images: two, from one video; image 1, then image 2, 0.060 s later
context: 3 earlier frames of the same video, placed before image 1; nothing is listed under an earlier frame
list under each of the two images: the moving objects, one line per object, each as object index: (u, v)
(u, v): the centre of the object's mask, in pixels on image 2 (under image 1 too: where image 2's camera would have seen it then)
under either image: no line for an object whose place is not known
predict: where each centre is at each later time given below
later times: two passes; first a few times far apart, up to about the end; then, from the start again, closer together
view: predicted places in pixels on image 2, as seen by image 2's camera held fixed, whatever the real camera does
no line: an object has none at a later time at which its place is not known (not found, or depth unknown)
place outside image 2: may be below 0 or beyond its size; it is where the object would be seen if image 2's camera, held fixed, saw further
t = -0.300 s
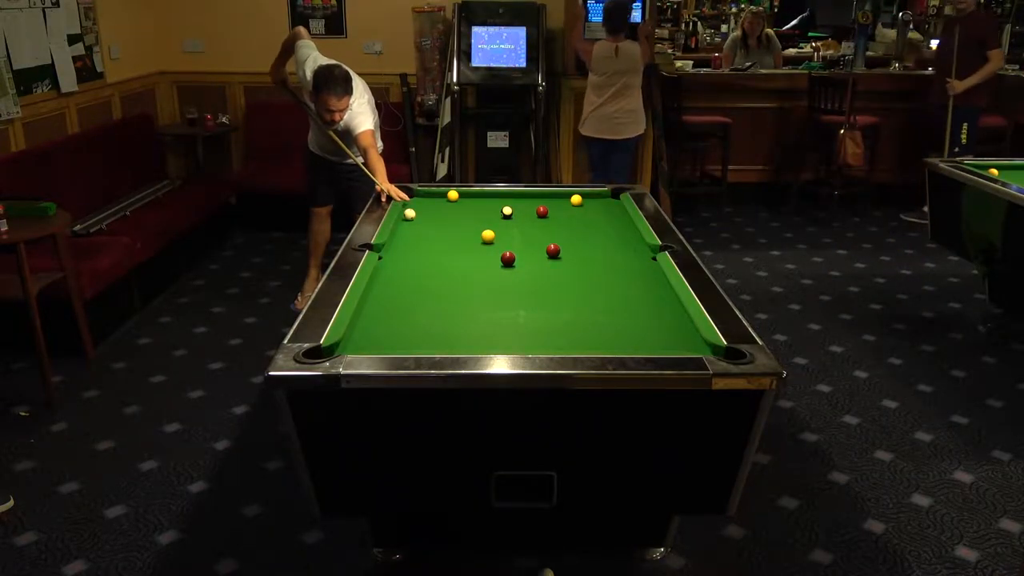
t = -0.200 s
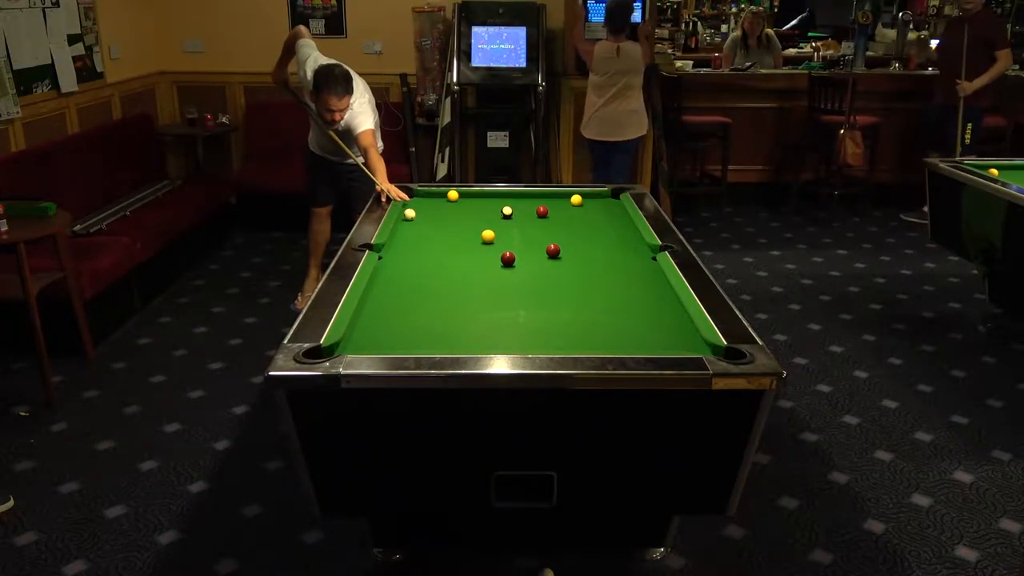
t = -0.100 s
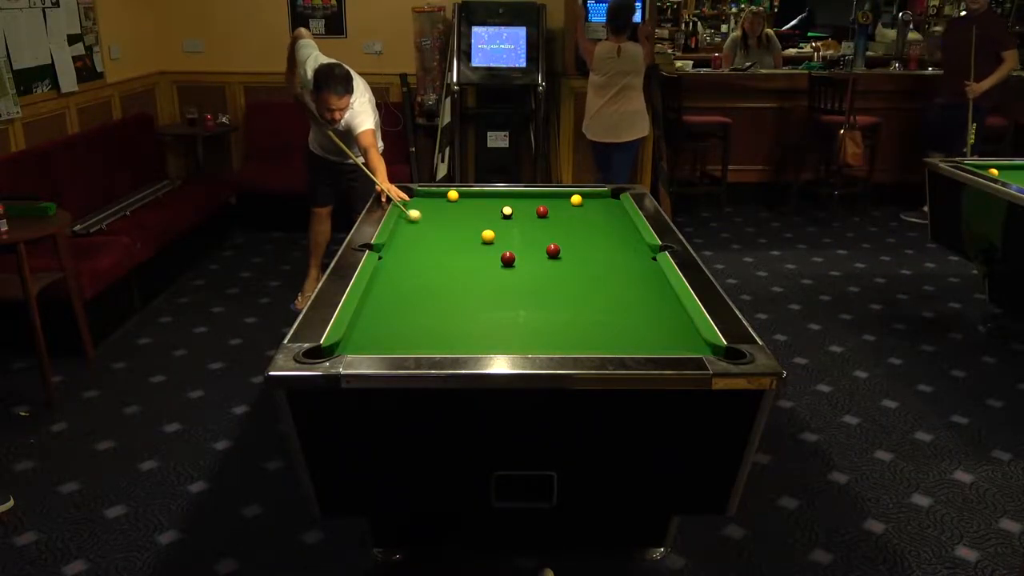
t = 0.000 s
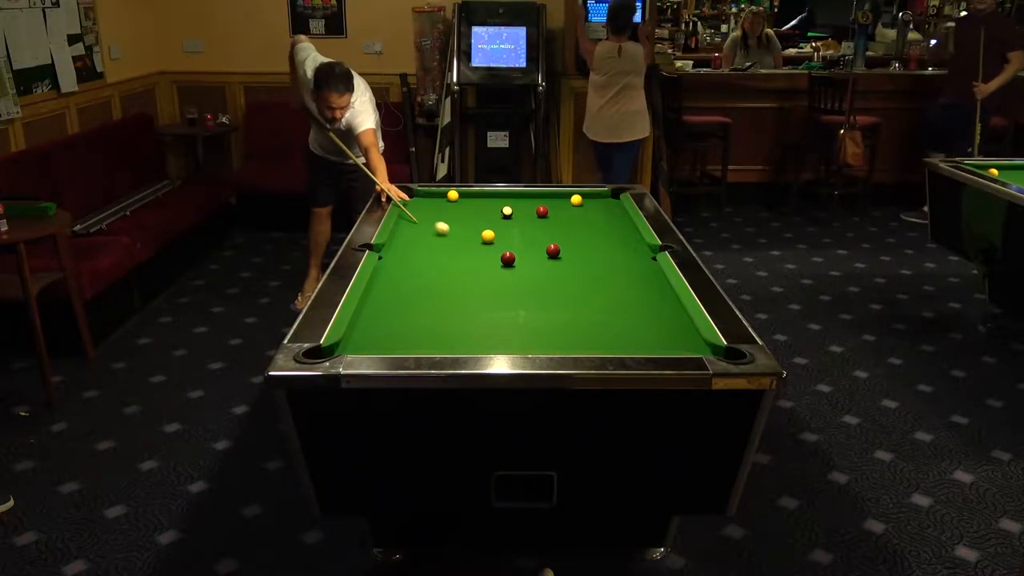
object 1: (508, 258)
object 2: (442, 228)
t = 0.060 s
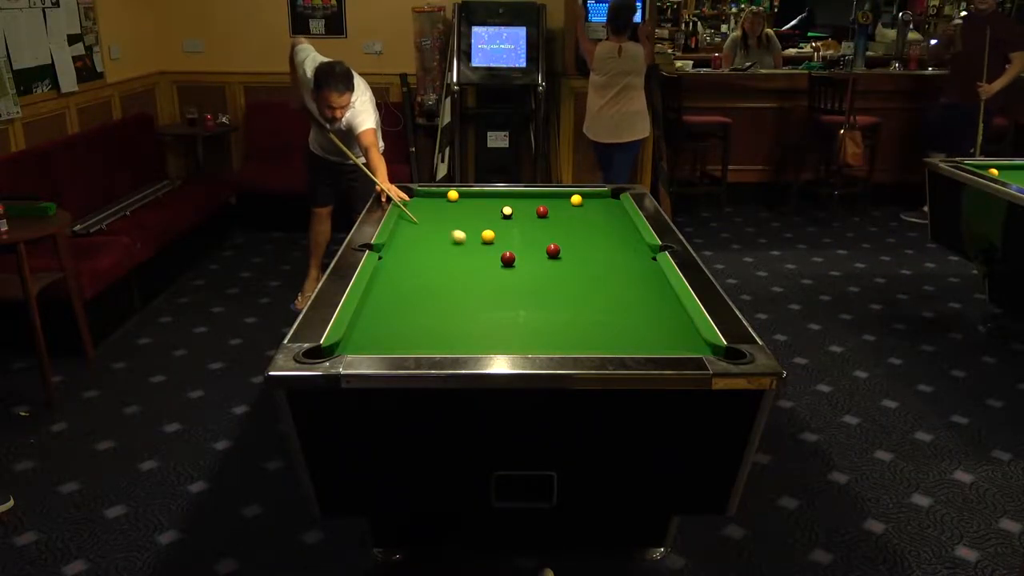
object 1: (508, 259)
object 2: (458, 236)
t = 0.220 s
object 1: (510, 259)
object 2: (499, 255)
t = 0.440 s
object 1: (550, 276)
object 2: (504, 258)
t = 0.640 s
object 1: (586, 293)
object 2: (511, 262)
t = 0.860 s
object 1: (629, 311)
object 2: (518, 266)
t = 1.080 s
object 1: (676, 332)
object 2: (524, 269)
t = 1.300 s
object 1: (687, 346)
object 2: (529, 272)
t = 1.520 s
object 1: (672, 340)
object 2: (534, 275)
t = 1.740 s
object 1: (659, 328)
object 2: (538, 277)
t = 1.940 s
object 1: (649, 318)
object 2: (540, 278)
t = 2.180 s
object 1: (638, 307)
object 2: (542, 280)
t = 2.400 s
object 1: (629, 299)
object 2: (544, 280)
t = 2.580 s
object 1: (623, 293)
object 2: (544, 281)
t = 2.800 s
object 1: (616, 286)
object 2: (544, 281)
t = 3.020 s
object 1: (610, 281)
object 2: (544, 281)
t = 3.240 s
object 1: (605, 275)
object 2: (544, 281)
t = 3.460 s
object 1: (600, 271)
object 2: (544, 281)
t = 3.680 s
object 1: (596, 266)
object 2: (544, 281)
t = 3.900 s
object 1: (593, 263)
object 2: (544, 281)
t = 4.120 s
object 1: (590, 260)
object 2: (544, 281)
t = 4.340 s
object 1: (588, 258)
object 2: (544, 281)
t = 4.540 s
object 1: (586, 256)
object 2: (544, 281)
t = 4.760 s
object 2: (544, 281)
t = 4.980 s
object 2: (544, 281)
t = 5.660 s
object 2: (544, 280)
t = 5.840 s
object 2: (544, 281)
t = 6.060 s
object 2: (544, 281)
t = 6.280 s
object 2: (544, 281)
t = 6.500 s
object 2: (544, 281)
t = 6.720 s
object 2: (544, 281)
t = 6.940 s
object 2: (544, 281)
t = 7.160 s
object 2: (544, 281)
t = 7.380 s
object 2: (544, 280)
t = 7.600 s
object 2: (544, 280)
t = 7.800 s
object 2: (544, 280)
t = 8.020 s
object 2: (544, 281)
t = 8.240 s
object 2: (544, 281)
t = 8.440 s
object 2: (544, 281)
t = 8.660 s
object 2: (544, 281)
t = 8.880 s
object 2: (544, 281)
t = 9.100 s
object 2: (544, 281)
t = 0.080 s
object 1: (508, 258)
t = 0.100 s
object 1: (508, 258)
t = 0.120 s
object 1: (508, 258)
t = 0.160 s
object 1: (508, 258)
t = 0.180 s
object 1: (508, 258)
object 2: (491, 251)
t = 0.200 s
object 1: (508, 258)
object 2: (495, 253)
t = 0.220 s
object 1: (510, 259)
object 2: (499, 255)
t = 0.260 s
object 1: (518, 263)
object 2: (499, 255)
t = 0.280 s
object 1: (522, 264)
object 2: (499, 256)
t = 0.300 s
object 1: (526, 266)
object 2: (500, 256)
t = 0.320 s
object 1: (530, 268)
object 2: (500, 256)
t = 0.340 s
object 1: (533, 269)
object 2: (501, 256)
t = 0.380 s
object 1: (540, 272)
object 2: (502, 257)
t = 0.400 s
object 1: (543, 274)
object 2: (503, 258)
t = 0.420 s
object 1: (546, 275)
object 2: (503, 258)
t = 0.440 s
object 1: (550, 276)
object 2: (504, 258)
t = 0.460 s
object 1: (554, 278)
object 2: (505, 259)
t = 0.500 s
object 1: (560, 281)
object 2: (506, 260)
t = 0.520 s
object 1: (564, 283)
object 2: (507, 260)
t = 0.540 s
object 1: (568, 284)
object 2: (508, 260)
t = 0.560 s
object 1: (571, 286)
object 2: (508, 261)
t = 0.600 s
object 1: (578, 289)
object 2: (510, 261)
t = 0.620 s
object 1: (582, 291)
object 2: (510, 262)
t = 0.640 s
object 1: (586, 293)
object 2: (511, 262)
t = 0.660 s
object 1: (590, 294)
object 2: (511, 262)
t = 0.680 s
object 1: (593, 296)
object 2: (512, 263)
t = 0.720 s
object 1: (601, 299)
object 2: (513, 264)
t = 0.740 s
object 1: (605, 301)
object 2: (514, 264)
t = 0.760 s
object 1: (609, 303)
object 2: (515, 264)
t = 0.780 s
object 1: (613, 304)
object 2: (515, 264)
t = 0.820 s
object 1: (621, 307)
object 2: (517, 265)
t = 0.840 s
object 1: (625, 309)
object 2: (517, 265)
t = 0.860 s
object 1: (629, 311)
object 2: (518, 266)
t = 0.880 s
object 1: (633, 313)
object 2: (518, 266)
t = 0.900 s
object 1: (637, 315)
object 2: (519, 266)
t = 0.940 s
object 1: (645, 318)
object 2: (520, 267)
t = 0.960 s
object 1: (650, 320)
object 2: (520, 267)
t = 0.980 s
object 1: (654, 322)
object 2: (521, 268)
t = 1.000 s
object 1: (659, 324)
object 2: (522, 268)
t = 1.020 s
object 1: (663, 326)
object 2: (522, 268)
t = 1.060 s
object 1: (671, 329)
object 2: (523, 269)
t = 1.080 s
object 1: (676, 332)
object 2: (524, 269)
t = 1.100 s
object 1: (680, 333)
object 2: (524, 269)
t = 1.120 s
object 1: (685, 336)
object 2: (525, 270)
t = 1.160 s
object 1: (693, 339)
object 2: (526, 270)
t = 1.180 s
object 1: (692, 340)
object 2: (527, 271)
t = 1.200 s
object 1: (691, 341)
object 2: (527, 271)
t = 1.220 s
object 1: (690, 342)
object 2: (527, 271)
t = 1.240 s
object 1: (690, 343)
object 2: (528, 271)
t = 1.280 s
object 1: (688, 345)
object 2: (529, 272)
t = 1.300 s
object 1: (687, 346)
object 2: (529, 272)
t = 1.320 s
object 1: (686, 347)
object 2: (530, 272)
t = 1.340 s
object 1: (685, 347)
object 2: (530, 273)
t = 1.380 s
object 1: (681, 346)
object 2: (531, 273)
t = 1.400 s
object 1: (680, 345)
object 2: (532, 274)
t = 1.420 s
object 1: (678, 344)
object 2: (532, 274)
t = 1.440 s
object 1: (677, 343)
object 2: (532, 274)
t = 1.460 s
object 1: (676, 343)
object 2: (533, 274)
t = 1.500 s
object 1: (673, 341)
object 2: (533, 275)
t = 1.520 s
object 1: (672, 340)
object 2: (534, 275)
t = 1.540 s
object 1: (671, 340)
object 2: (534, 275)
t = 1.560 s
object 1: (670, 339)
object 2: (535, 275)
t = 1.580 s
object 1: (668, 337)
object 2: (535, 276)
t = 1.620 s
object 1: (666, 335)
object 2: (536, 276)
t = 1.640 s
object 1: (665, 333)
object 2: (536, 276)
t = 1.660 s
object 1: (664, 333)
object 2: (537, 276)
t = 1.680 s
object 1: (663, 331)
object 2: (537, 276)
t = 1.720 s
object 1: (660, 329)
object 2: (537, 277)
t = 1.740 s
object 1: (659, 328)
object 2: (538, 277)
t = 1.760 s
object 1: (658, 327)
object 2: (538, 277)
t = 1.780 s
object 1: (657, 326)
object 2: (538, 277)
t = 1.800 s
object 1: (656, 325)
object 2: (539, 277)
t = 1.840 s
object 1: (654, 323)
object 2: (539, 278)
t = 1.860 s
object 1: (653, 322)
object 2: (539, 278)
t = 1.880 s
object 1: (652, 321)
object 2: (539, 278)
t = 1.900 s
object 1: (651, 320)
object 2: (540, 278)
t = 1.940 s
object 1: (649, 318)
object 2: (540, 278)
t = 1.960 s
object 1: (648, 317)
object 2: (540, 278)
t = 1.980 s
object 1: (647, 316)
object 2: (541, 279)
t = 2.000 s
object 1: (646, 316)
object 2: (541, 279)
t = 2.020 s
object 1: (645, 314)
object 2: (541, 279)
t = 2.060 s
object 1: (643, 313)
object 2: (541, 279)
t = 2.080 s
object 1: (642, 312)
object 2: (542, 279)
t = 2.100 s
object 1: (641, 311)
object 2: (542, 279)
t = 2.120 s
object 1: (640, 310)
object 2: (542, 279)
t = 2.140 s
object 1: (640, 309)
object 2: (542, 279)
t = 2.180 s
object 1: (638, 307)
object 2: (542, 280)
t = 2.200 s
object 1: (637, 307)
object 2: (542, 280)
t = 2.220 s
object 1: (636, 306)
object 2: (543, 280)
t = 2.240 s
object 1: (635, 305)
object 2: (543, 280)
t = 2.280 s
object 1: (634, 303)
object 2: (543, 280)
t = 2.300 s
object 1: (633, 303)
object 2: (543, 280)
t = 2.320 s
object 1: (632, 302)
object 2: (543, 280)
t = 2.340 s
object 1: (631, 301)
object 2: (543, 280)
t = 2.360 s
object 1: (631, 301)
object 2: (543, 280)
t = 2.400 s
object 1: (629, 299)
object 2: (544, 280)
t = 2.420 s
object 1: (628, 298)
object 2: (544, 280)
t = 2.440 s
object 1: (628, 298)
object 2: (544, 280)
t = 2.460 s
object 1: (627, 297)
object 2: (544, 280)
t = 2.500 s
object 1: (626, 296)
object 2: (544, 280)
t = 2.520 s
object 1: (625, 295)
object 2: (544, 280)
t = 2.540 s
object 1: (624, 294)
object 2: (544, 280)
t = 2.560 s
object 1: (623, 294)
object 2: (544, 280)
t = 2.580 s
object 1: (623, 293)
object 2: (544, 281)
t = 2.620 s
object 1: (622, 292)
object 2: (544, 281)
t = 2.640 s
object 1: (621, 291)
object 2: (544, 280)
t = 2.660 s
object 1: (620, 291)
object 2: (544, 281)
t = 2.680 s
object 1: (620, 290)
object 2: (544, 281)
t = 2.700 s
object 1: (619, 289)
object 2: (544, 281)
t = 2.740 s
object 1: (618, 288)
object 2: (544, 281)
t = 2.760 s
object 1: (617, 288)
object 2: (544, 281)
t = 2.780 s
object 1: (617, 287)
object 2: (544, 281)
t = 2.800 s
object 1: (616, 286)
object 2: (544, 281)
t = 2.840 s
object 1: (615, 285)
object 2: (544, 281)
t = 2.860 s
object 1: (614, 285)
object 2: (544, 281)
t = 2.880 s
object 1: (614, 284)
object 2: (544, 281)
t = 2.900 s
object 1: (613, 284)
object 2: (544, 281)
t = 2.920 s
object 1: (613, 283)
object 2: (544, 281)
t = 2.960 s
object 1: (612, 282)
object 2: (544, 281)
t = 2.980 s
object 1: (611, 282)
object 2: (544, 281)
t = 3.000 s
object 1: (610, 281)
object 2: (544, 281)
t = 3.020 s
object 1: (610, 281)
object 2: (544, 281)
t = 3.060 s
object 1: (609, 279)
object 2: (544, 281)
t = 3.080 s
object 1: (609, 279)
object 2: (544, 281)
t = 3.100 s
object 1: (608, 279)
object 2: (544, 281)
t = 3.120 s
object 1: (608, 278)
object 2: (544, 281)
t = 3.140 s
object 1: (607, 277)
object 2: (544, 281)
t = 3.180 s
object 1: (606, 277)
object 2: (544, 281)
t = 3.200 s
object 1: (606, 276)
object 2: (544, 281)
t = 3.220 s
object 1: (605, 276)
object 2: (544, 281)
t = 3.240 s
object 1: (605, 275)
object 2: (544, 281)
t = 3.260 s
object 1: (604, 275)
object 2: (544, 281)
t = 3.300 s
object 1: (604, 274)
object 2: (544, 281)
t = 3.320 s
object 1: (603, 274)
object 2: (544, 281)
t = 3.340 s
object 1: (603, 273)
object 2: (544, 281)
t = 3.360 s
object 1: (602, 273)
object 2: (544, 281)
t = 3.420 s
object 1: (601, 271)
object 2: (544, 281)
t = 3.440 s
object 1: (601, 271)
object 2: (544, 281)
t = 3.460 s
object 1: (600, 271)
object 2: (544, 281)
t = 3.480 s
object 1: (600, 270)
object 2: (544, 281)
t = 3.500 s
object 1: (599, 270)
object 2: (544, 281)
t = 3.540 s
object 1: (599, 269)
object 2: (544, 281)
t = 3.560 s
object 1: (598, 269)
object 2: (544, 281)
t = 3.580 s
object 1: (598, 268)
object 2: (544, 281)
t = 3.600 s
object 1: (598, 268)
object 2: (544, 281)
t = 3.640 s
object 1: (597, 267)
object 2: (544, 281)
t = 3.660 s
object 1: (597, 267)
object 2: (544, 281)
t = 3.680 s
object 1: (596, 266)
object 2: (544, 281)
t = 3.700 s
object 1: (596, 266)
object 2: (544, 281)
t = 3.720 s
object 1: (596, 266)
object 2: (544, 281)
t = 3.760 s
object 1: (595, 265)
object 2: (544, 281)
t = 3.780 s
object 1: (594, 265)
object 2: (544, 281)
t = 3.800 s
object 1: (594, 264)
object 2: (544, 281)
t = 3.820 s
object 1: (594, 264)
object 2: (544, 281)
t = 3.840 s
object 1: (594, 264)
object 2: (544, 281)
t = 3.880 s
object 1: (593, 263)
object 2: (544, 281)
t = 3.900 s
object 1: (593, 263)
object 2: (544, 281)
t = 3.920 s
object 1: (592, 263)
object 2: (544, 281)
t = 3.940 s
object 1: (592, 263)
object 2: (544, 281)
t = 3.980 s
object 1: (591, 262)
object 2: (544, 281)
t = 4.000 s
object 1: (591, 262)
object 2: (544, 281)
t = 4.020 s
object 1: (591, 262)
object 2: (544, 281)
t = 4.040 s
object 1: (591, 261)
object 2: (544, 281)
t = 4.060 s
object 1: (591, 261)
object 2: (544, 281)
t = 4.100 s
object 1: (590, 261)
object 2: (544, 281)
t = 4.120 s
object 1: (590, 260)
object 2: (544, 281)
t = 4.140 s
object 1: (590, 260)
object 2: (544, 281)
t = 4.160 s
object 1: (589, 260)
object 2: (544, 281)
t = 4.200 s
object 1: (589, 259)
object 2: (544, 281)
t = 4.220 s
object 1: (589, 259)
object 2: (544, 281)
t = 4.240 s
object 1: (588, 259)
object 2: (544, 281)
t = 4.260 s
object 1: (588, 259)
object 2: (544, 281)
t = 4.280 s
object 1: (588, 259)
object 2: (544, 281)
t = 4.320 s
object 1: (588, 258)
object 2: (544, 281)
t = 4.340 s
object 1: (588, 258)
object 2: (544, 281)
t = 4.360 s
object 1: (587, 258)
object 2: (544, 281)
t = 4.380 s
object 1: (587, 258)
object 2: (544, 281)
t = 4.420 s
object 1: (587, 257)
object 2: (544, 281)
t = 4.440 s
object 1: (587, 257)
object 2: (544, 281)
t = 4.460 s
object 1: (587, 257)
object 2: (544, 281)
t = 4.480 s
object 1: (587, 257)
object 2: (544, 281)
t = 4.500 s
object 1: (586, 257)
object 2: (544, 281)
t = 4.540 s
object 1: (586, 256)
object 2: (544, 281)
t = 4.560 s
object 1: (586, 256)
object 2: (544, 281)
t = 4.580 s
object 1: (586, 256)
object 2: (544, 281)
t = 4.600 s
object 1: (586, 256)
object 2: (544, 281)
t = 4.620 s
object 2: (544, 281)
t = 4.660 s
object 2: (544, 281)
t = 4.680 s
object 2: (544, 281)
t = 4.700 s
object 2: (544, 281)
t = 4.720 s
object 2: (544, 281)
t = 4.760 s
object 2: (544, 281)
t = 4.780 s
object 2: (544, 281)
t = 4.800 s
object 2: (544, 281)
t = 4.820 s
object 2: (544, 281)
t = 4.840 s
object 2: (544, 281)
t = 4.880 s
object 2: (544, 281)
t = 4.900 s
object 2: (544, 281)
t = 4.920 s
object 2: (544, 281)
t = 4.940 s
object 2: (544, 281)
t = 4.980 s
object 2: (544, 281)
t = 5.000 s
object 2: (544, 281)
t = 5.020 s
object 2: (544, 281)
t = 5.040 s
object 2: (544, 281)
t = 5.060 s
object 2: (544, 281)
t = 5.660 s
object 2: (544, 280)
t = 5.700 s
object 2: (544, 280)
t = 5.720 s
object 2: (544, 280)
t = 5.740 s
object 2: (544, 280)
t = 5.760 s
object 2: (544, 280)
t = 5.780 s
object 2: (544, 280)
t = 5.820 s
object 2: (544, 281)
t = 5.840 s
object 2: (544, 281)
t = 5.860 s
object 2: (544, 281)
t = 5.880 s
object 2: (544, 280)
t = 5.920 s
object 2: (544, 281)
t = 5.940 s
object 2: (544, 281)
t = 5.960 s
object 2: (544, 281)
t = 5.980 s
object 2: (544, 281)
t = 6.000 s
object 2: (544, 281)
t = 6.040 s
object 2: (544, 281)
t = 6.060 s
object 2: (544, 281)
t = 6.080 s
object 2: (544, 281)
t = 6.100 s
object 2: (544, 281)
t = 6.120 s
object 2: (544, 281)
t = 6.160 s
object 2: (544, 281)
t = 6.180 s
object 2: (544, 281)
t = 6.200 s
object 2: (544, 281)
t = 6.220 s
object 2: (544, 281)
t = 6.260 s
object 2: (544, 281)
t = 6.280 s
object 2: (544, 281)
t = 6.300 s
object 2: (544, 281)
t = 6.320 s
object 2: (544, 281)
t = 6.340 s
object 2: (544, 281)
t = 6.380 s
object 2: (544, 281)
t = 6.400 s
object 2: (544, 281)
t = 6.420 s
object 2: (544, 281)
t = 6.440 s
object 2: (544, 281)
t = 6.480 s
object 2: (544, 281)
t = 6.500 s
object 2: (544, 281)
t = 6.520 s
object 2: (544, 281)
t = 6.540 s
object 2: (544, 281)
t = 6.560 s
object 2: (544, 281)
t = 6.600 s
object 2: (544, 281)
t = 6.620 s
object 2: (544, 281)
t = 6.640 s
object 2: (544, 281)
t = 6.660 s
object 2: (544, 281)
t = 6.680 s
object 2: (544, 281)
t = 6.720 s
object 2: (544, 281)
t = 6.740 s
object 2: (544, 281)
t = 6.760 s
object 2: (544, 281)
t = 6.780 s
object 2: (544, 281)
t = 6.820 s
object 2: (544, 281)
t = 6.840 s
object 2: (544, 281)
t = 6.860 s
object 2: (544, 281)
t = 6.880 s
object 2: (544, 281)
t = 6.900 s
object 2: (544, 281)
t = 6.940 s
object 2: (544, 281)
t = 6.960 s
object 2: (544, 281)
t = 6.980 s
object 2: (544, 281)
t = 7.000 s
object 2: (544, 281)
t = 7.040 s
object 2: (544, 281)
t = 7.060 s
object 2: (544, 281)
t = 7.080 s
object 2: (544, 281)
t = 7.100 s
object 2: (544, 281)
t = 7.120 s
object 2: (544, 281)
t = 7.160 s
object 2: (544, 281)
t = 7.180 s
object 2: (544, 280)
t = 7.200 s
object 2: (544, 280)
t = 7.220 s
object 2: (544, 281)
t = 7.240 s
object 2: (544, 281)
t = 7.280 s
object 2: (544, 281)
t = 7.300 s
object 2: (544, 280)
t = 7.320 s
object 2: (544, 281)
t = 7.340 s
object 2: (544, 280)
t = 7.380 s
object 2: (544, 280)
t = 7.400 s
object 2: (544, 280)
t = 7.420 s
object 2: (544, 280)
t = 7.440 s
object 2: (544, 280)
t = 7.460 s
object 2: (544, 280)
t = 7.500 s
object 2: (544, 280)
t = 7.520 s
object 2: (544, 280)
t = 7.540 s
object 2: (544, 280)
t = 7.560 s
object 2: (544, 280)
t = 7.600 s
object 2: (544, 280)
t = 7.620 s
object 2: (544, 280)
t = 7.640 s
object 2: (544, 280)
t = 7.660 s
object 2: (544, 280)
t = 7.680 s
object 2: (544, 280)
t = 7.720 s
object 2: (544, 280)
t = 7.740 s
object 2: (544, 280)
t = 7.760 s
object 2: (544, 280)
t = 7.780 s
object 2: (544, 280)
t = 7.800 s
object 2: (544, 280)
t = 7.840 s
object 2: (544, 281)
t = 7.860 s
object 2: (544, 281)
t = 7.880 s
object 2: (544, 281)
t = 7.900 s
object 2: (544, 281)
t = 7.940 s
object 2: (544, 281)
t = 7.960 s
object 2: (544, 281)
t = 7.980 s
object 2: (544, 281)
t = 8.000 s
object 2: (544, 281)
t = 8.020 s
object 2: (544, 281)
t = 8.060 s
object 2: (544, 281)
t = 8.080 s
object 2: (544, 281)
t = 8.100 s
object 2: (544, 281)
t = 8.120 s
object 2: (544, 281)
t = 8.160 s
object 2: (544, 281)
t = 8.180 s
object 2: (544, 281)
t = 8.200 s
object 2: (544, 281)
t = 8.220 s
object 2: (544, 281)
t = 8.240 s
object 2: (544, 281)
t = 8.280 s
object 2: (544, 281)
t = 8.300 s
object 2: (544, 281)
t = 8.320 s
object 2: (544, 281)
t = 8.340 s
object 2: (544, 281)
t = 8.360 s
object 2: (544, 281)
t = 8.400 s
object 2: (544, 281)
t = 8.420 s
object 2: (544, 281)
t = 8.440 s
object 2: (544, 281)
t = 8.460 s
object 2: (544, 281)
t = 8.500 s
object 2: (544, 281)
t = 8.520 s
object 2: (544, 281)
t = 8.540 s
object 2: (544, 281)
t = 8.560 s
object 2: (544, 281)
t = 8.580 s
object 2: (544, 281)
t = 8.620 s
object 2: (544, 281)
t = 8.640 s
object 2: (544, 281)
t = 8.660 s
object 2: (544, 281)
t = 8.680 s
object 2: (544, 281)
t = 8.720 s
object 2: (544, 281)
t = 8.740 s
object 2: (544, 281)
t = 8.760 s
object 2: (544, 281)
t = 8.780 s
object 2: (544, 281)
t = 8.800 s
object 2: (544, 281)
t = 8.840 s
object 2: (544, 281)
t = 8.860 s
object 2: (544, 281)
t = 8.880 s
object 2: (544, 281)
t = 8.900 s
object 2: (544, 281)
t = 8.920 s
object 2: (544, 281)
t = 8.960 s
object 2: (544, 281)
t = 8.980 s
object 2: (544, 281)
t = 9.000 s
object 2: (544, 281)
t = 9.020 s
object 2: (544, 281)
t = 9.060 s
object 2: (544, 281)
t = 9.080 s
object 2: (544, 281)
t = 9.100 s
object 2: (544, 281)
